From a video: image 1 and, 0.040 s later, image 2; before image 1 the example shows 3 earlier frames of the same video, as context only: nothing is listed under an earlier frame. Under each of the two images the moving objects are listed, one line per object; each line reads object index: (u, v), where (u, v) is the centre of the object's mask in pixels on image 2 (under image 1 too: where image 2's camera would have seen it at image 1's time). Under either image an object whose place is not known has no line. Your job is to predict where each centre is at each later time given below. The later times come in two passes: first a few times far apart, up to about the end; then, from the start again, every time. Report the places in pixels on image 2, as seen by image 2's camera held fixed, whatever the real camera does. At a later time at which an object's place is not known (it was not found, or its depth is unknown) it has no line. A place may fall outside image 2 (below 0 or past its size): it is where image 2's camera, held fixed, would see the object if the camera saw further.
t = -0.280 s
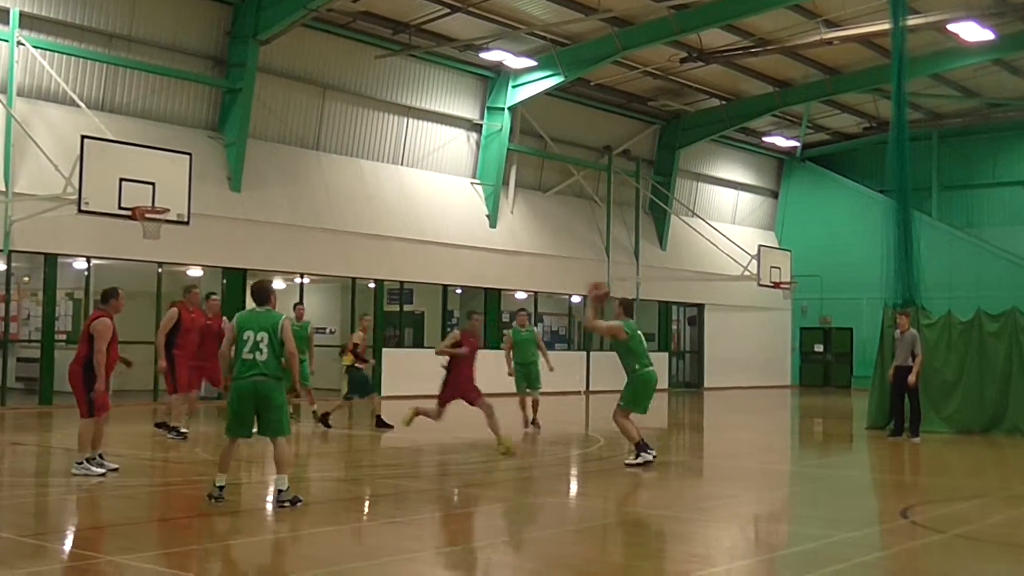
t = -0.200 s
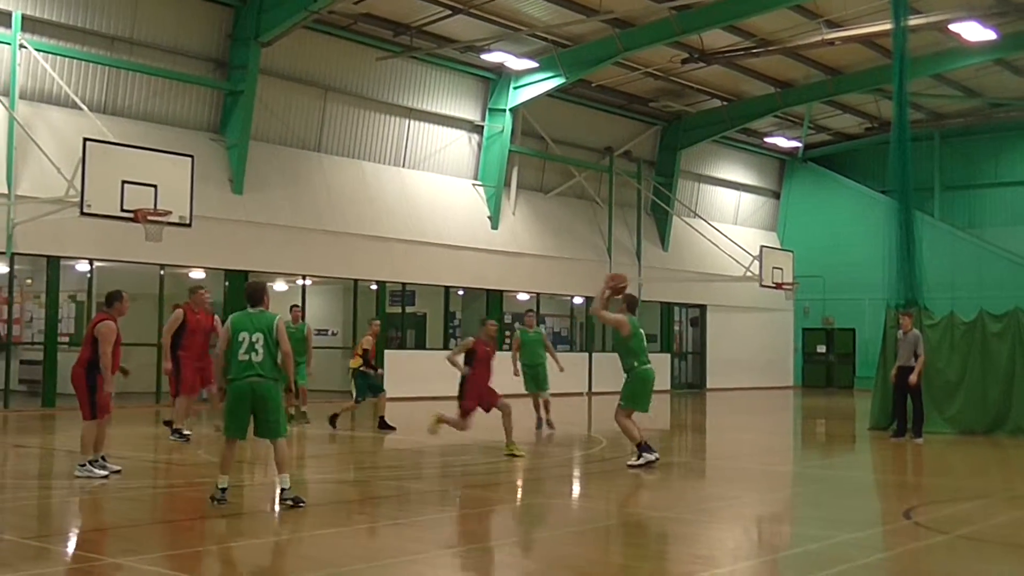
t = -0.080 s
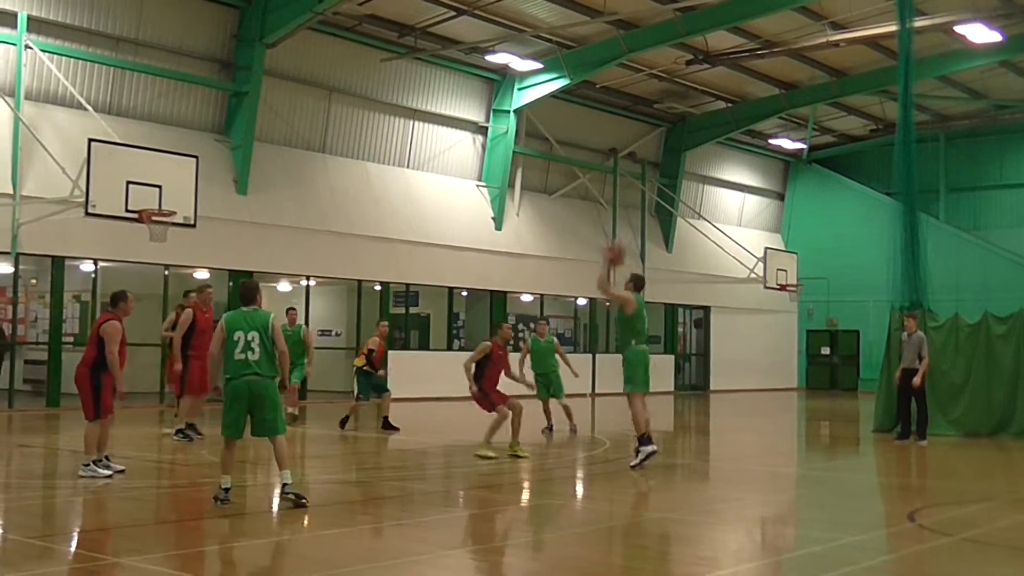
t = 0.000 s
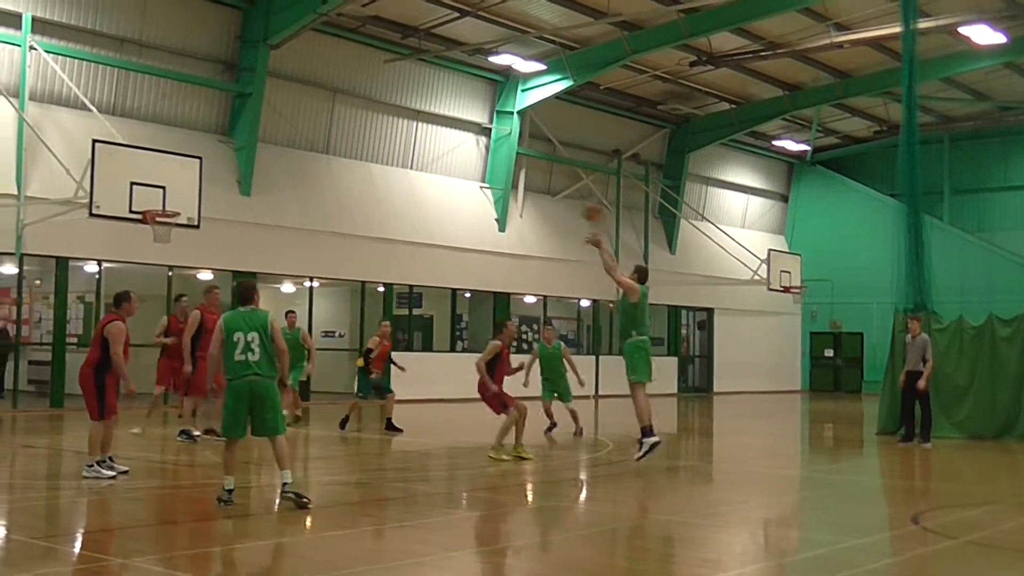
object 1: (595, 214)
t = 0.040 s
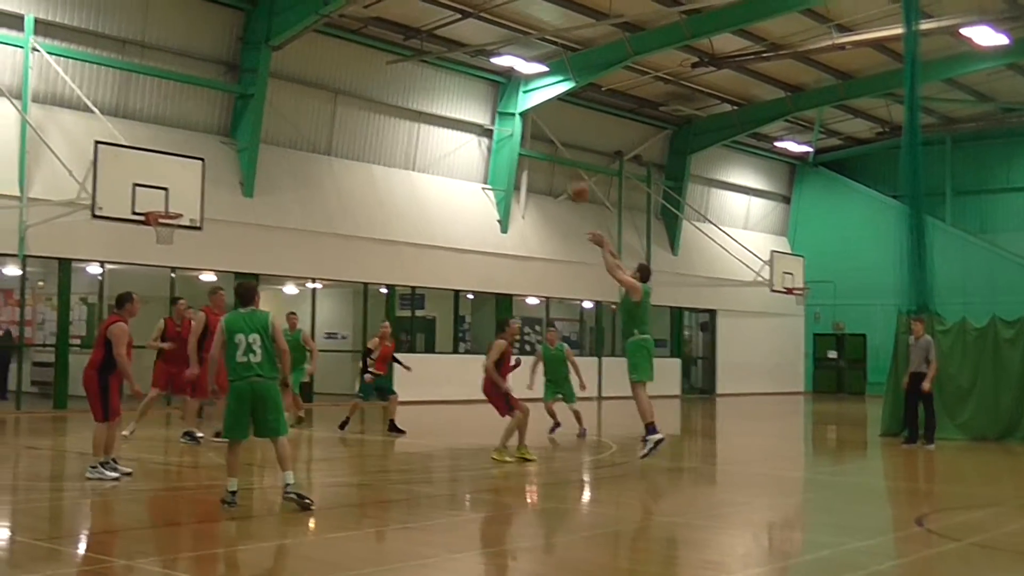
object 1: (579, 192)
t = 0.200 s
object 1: (512, 126)
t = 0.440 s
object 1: (423, 74)
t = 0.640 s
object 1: (356, 67)
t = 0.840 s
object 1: (293, 89)
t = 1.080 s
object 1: (223, 149)
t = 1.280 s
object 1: (171, 197)
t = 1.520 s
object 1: (165, 153)
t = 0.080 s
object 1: (561, 172)
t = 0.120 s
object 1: (547, 153)
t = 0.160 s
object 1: (529, 140)
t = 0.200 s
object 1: (512, 126)
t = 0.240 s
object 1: (496, 114)
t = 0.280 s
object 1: (480, 104)
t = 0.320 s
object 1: (465, 94)
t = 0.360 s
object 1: (451, 86)
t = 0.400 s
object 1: (436, 80)
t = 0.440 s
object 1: (423, 74)
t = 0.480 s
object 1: (409, 71)
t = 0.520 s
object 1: (394, 69)
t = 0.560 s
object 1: (381, 66)
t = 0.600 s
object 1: (369, 66)
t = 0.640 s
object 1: (356, 67)
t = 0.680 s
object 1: (343, 69)
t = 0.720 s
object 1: (330, 73)
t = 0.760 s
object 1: (319, 76)
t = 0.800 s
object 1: (306, 83)
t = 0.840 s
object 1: (293, 89)
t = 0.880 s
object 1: (281, 96)
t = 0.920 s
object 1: (268, 105)
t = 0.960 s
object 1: (256, 114)
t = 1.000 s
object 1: (244, 125)
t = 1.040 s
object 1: (232, 136)
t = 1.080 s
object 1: (223, 149)
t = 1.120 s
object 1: (210, 163)
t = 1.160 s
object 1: (198, 177)
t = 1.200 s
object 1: (187, 192)
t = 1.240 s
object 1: (176, 208)
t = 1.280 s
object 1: (171, 197)
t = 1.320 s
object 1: (165, 186)
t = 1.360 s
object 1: (162, 177)
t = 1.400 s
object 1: (163, 169)
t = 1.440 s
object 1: (163, 163)
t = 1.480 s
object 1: (164, 157)
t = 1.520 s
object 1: (165, 153)
